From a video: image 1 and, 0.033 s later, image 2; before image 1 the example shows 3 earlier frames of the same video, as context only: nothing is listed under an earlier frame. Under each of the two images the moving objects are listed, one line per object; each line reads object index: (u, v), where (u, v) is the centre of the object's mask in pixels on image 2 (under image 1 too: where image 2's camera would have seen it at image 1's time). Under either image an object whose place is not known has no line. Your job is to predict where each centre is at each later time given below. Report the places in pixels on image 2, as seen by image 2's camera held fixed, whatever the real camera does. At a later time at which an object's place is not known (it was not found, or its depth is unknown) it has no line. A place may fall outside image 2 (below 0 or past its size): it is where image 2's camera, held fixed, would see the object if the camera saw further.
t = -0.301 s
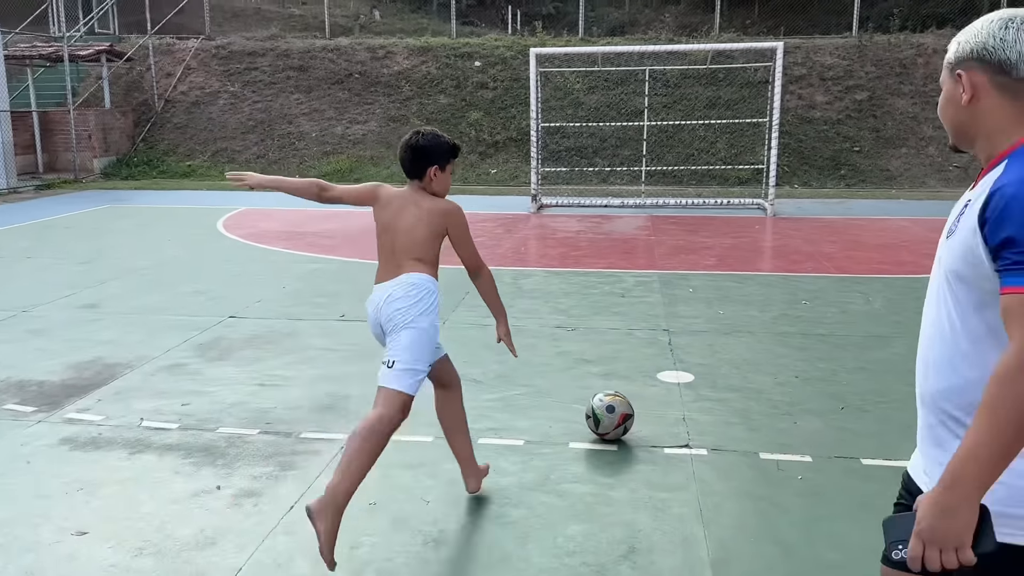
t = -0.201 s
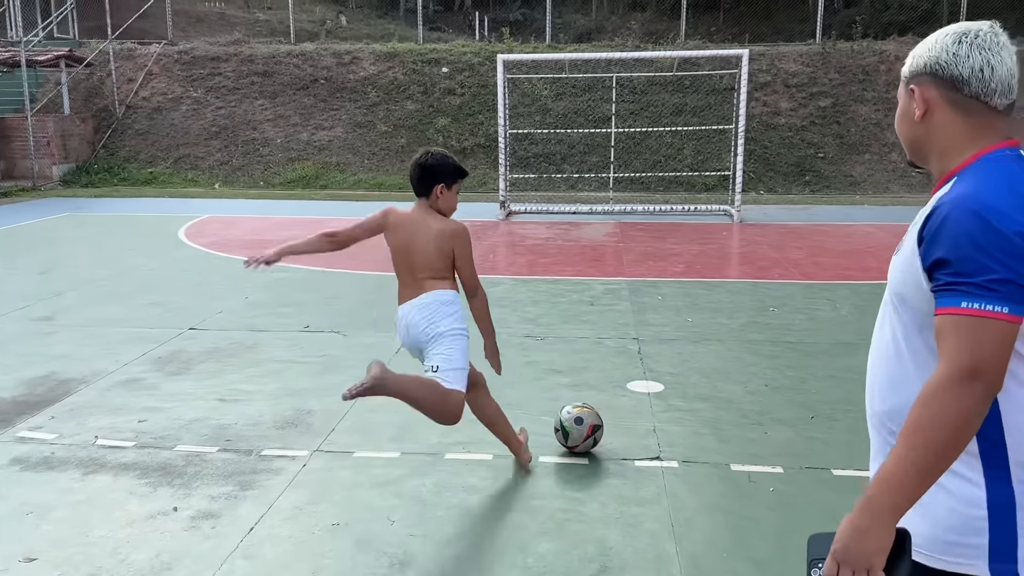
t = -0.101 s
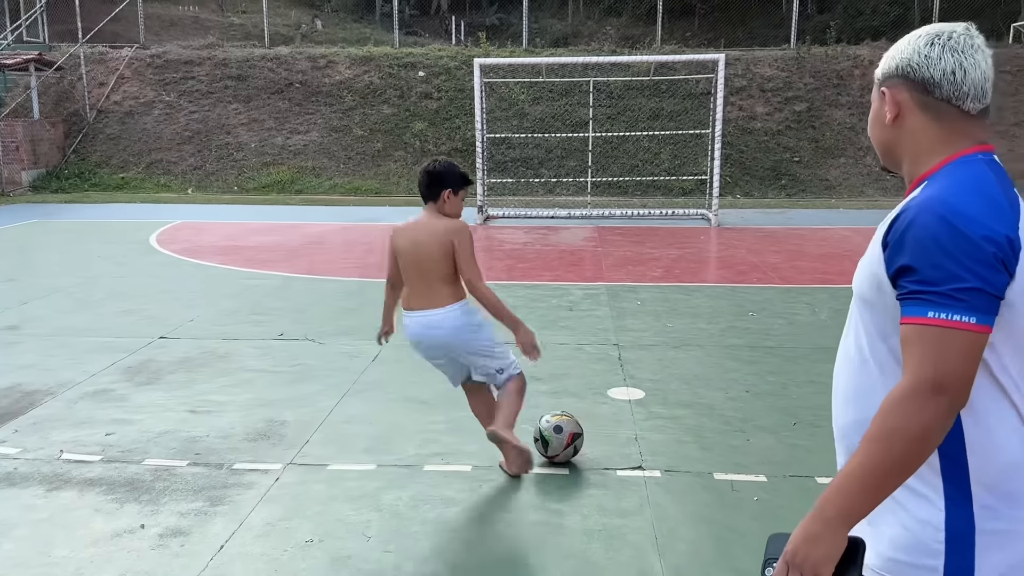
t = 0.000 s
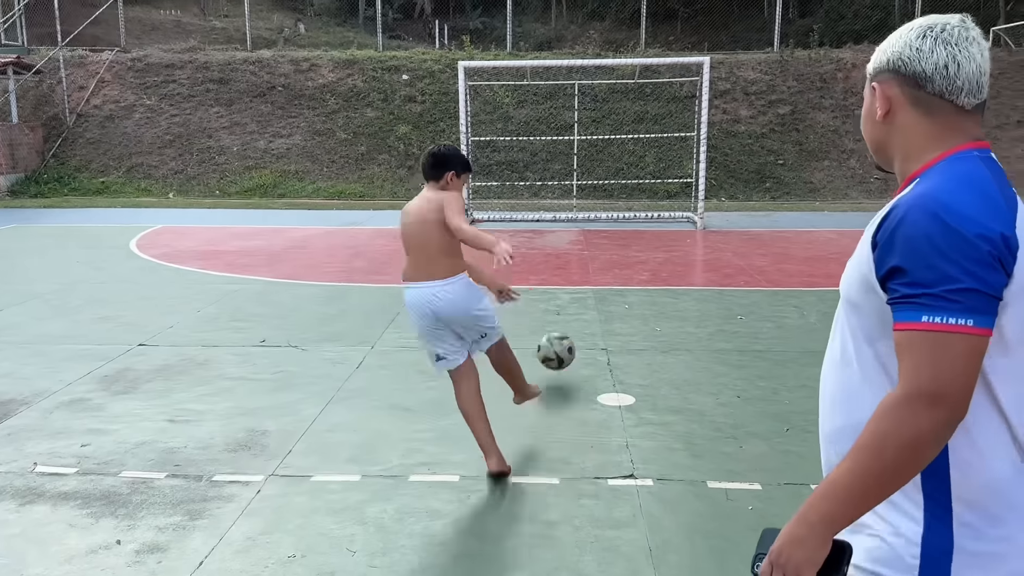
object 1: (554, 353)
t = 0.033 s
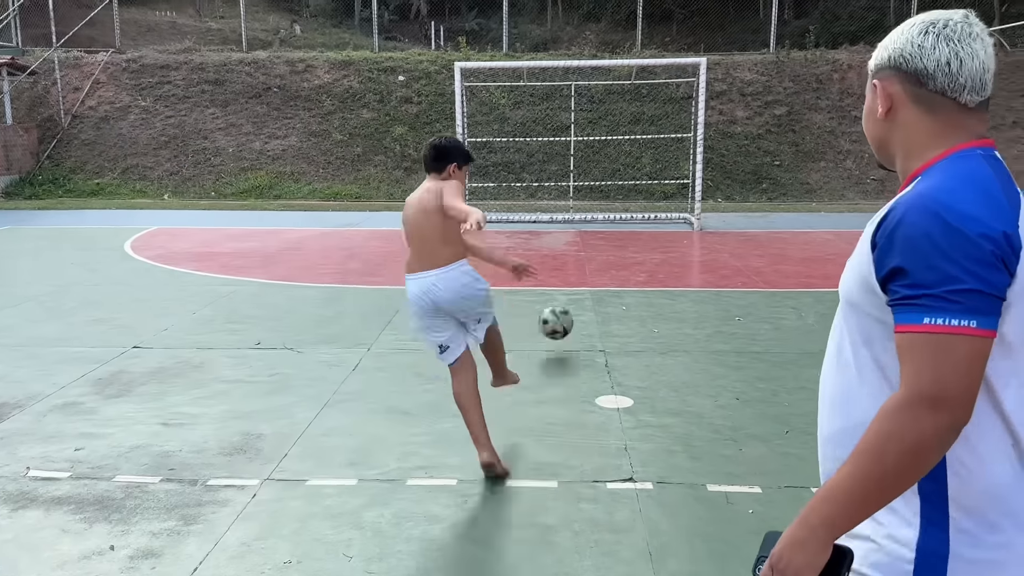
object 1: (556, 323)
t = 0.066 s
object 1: (558, 300)
